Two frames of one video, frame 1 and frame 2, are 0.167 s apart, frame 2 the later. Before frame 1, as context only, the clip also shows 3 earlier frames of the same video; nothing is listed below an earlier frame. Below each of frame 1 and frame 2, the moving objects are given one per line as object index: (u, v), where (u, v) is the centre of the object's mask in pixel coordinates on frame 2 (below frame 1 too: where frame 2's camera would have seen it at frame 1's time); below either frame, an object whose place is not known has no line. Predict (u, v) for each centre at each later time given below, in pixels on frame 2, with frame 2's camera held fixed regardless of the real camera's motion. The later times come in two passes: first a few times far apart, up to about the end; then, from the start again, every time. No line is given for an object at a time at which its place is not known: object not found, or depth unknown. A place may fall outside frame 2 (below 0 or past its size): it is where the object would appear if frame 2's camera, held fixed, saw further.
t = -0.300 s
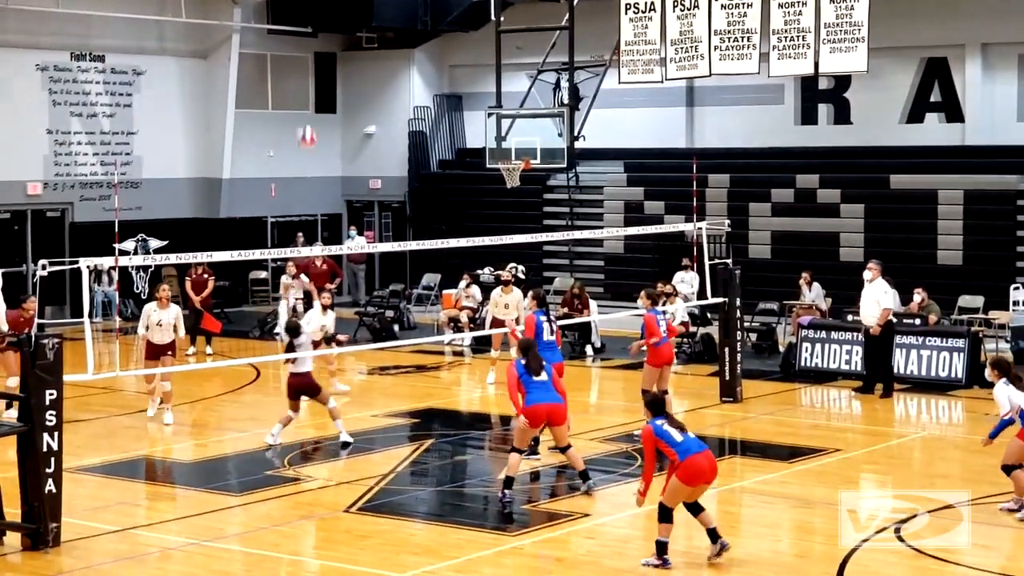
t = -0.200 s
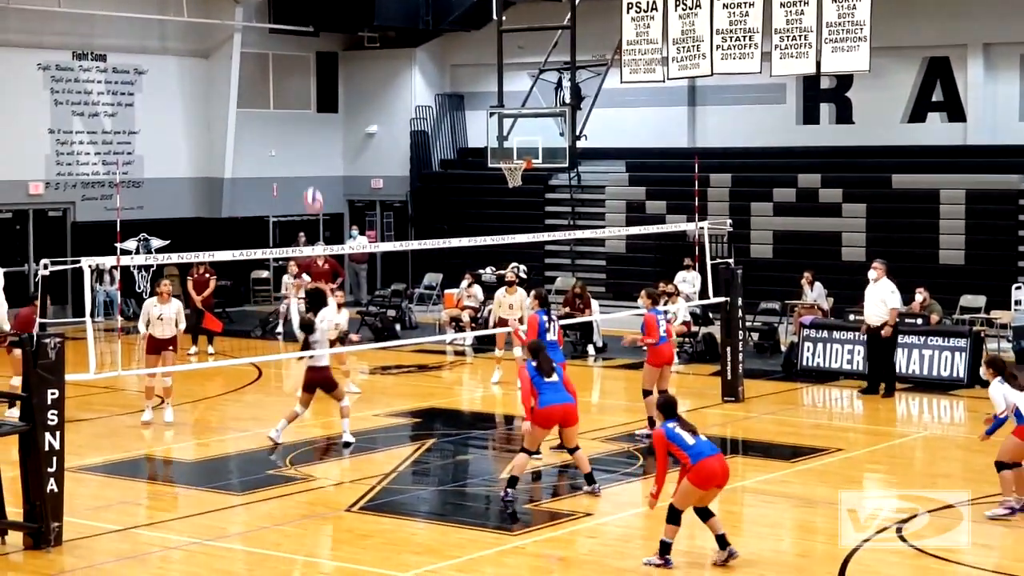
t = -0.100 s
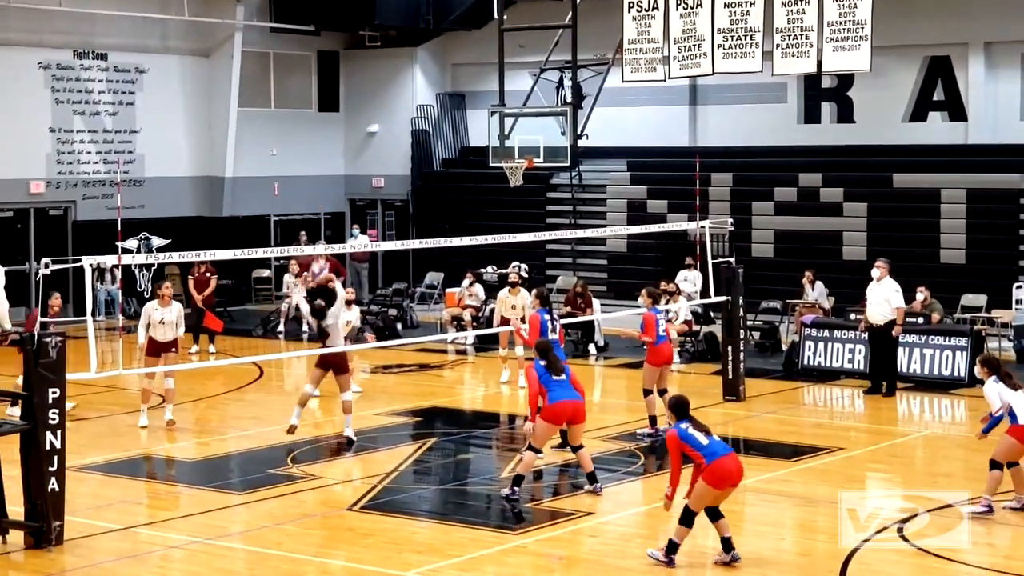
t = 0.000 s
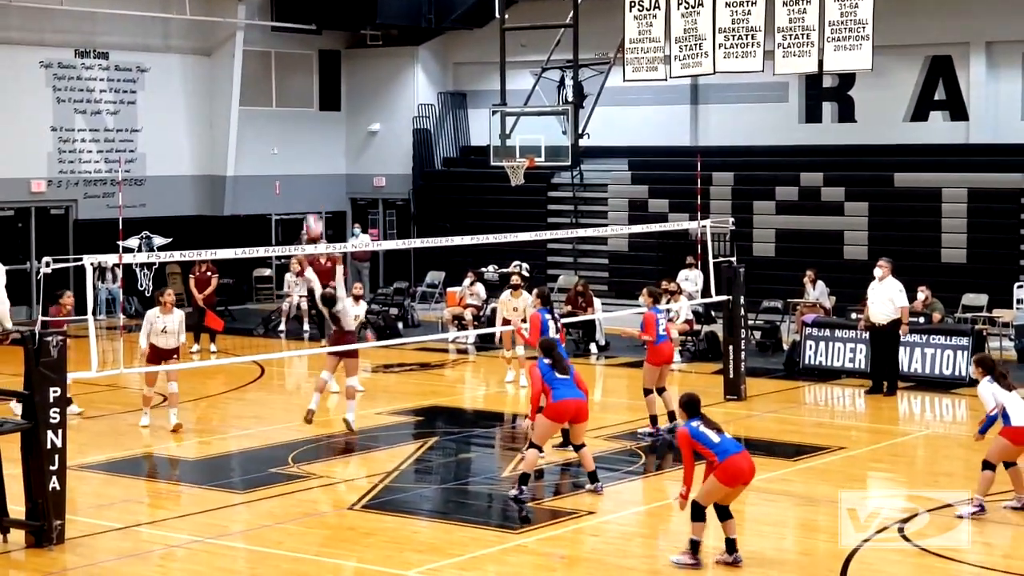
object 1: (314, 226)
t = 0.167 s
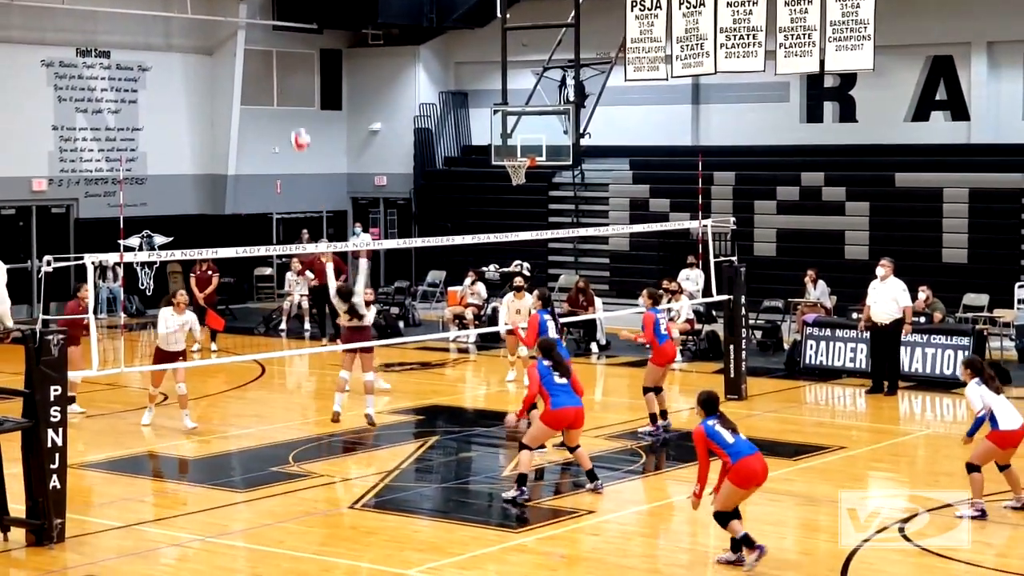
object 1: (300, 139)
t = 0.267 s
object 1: (291, 99)
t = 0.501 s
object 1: (274, 39)
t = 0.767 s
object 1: (252, 35)
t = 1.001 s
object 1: (235, 88)
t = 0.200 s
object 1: (297, 125)
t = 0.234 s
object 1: (294, 112)
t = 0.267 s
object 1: (291, 99)
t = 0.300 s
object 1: (289, 88)
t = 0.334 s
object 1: (287, 77)
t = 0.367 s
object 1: (283, 68)
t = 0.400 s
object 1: (281, 59)
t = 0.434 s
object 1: (278, 52)
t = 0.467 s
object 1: (276, 45)
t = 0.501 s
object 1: (274, 39)
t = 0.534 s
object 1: (271, 35)
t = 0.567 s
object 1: (268, 33)
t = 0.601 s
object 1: (265, 30)
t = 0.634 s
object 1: (263, 29)
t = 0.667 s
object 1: (260, 28)
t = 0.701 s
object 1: (258, 29)
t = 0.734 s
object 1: (255, 32)
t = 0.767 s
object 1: (252, 35)
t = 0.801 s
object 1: (250, 39)
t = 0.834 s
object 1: (247, 44)
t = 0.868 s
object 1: (245, 50)
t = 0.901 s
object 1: (242, 59)
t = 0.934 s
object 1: (240, 67)
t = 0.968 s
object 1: (238, 77)
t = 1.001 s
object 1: (235, 88)
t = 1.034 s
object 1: (233, 102)
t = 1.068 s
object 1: (230, 116)
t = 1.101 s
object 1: (228, 131)
